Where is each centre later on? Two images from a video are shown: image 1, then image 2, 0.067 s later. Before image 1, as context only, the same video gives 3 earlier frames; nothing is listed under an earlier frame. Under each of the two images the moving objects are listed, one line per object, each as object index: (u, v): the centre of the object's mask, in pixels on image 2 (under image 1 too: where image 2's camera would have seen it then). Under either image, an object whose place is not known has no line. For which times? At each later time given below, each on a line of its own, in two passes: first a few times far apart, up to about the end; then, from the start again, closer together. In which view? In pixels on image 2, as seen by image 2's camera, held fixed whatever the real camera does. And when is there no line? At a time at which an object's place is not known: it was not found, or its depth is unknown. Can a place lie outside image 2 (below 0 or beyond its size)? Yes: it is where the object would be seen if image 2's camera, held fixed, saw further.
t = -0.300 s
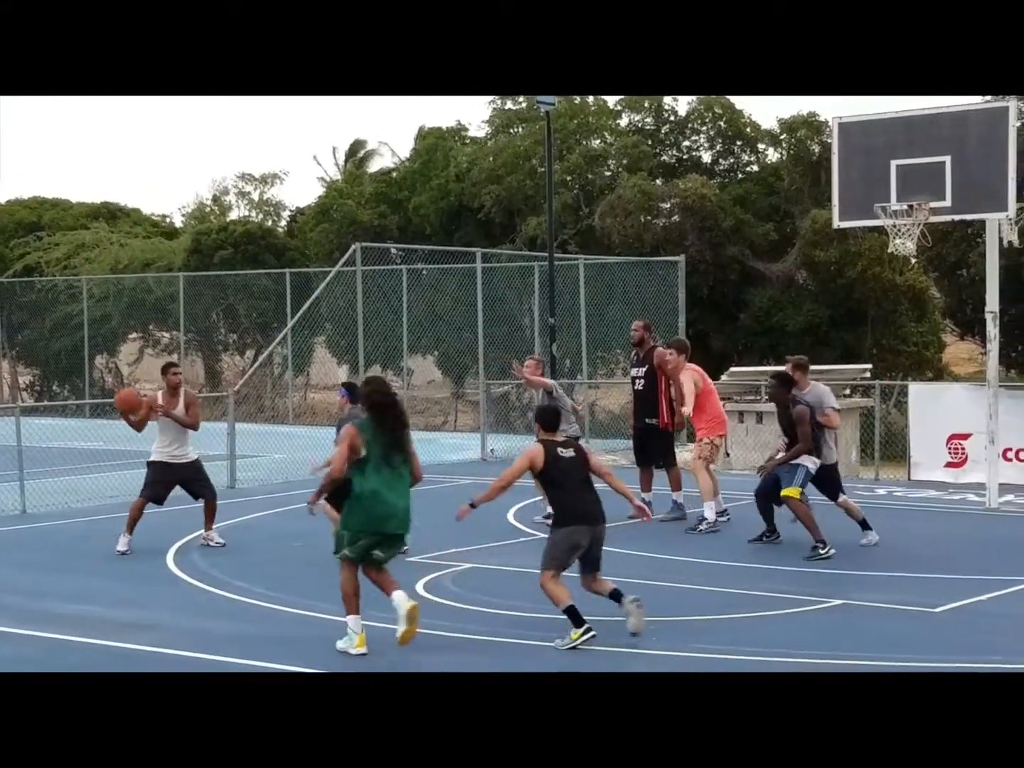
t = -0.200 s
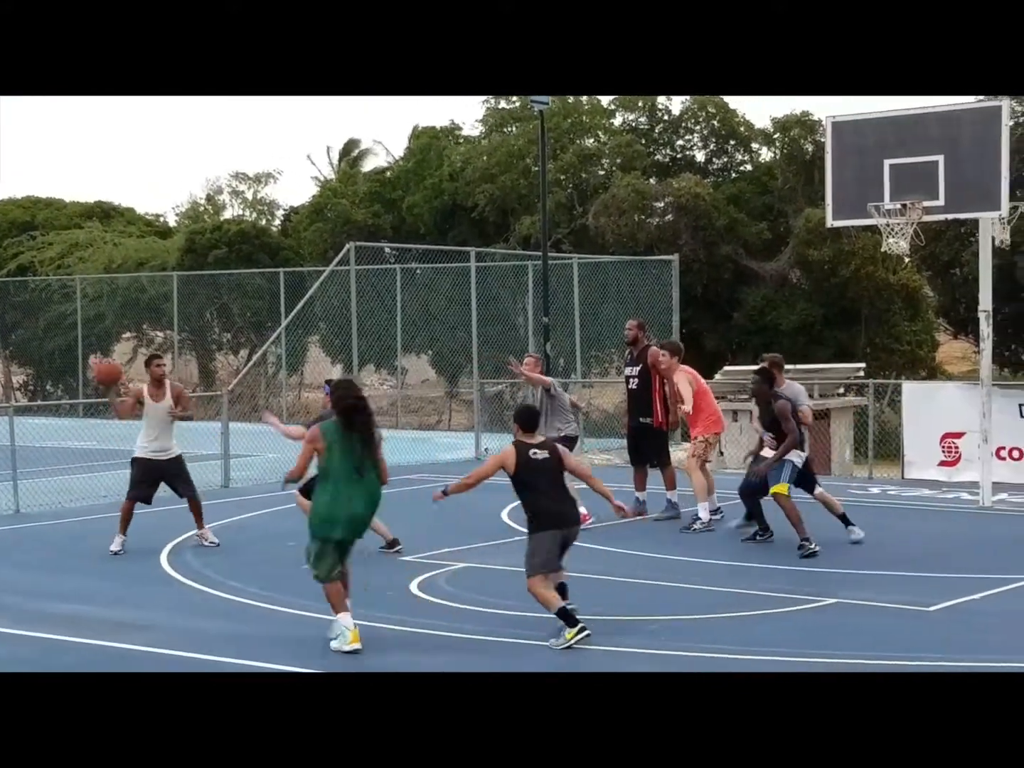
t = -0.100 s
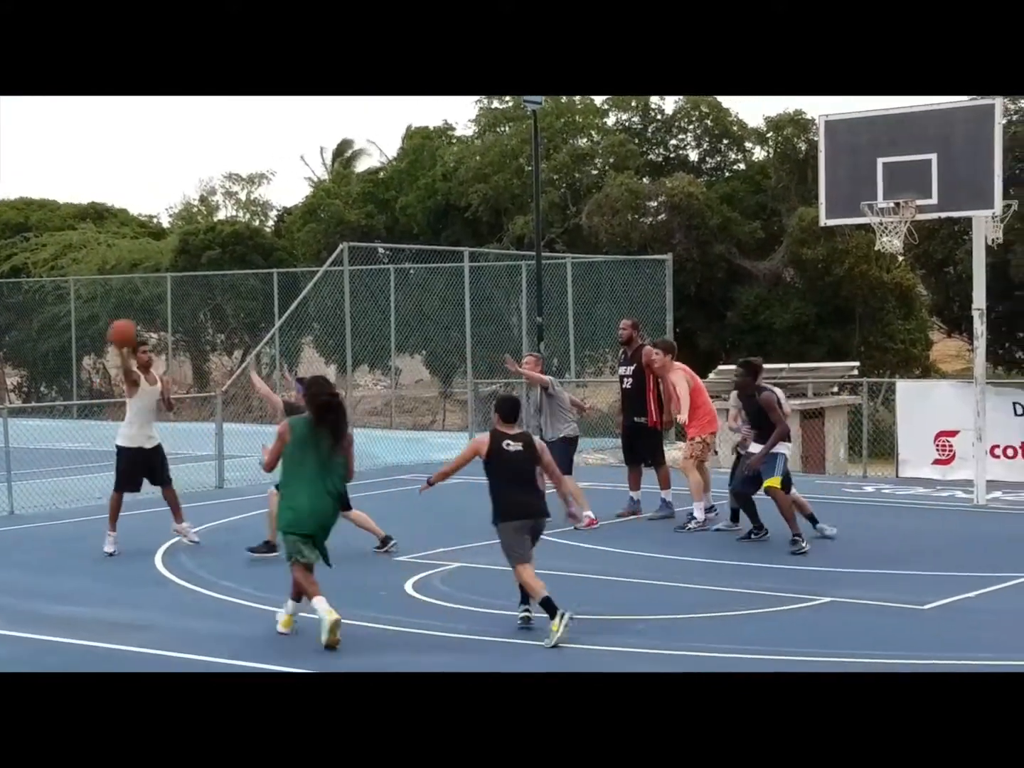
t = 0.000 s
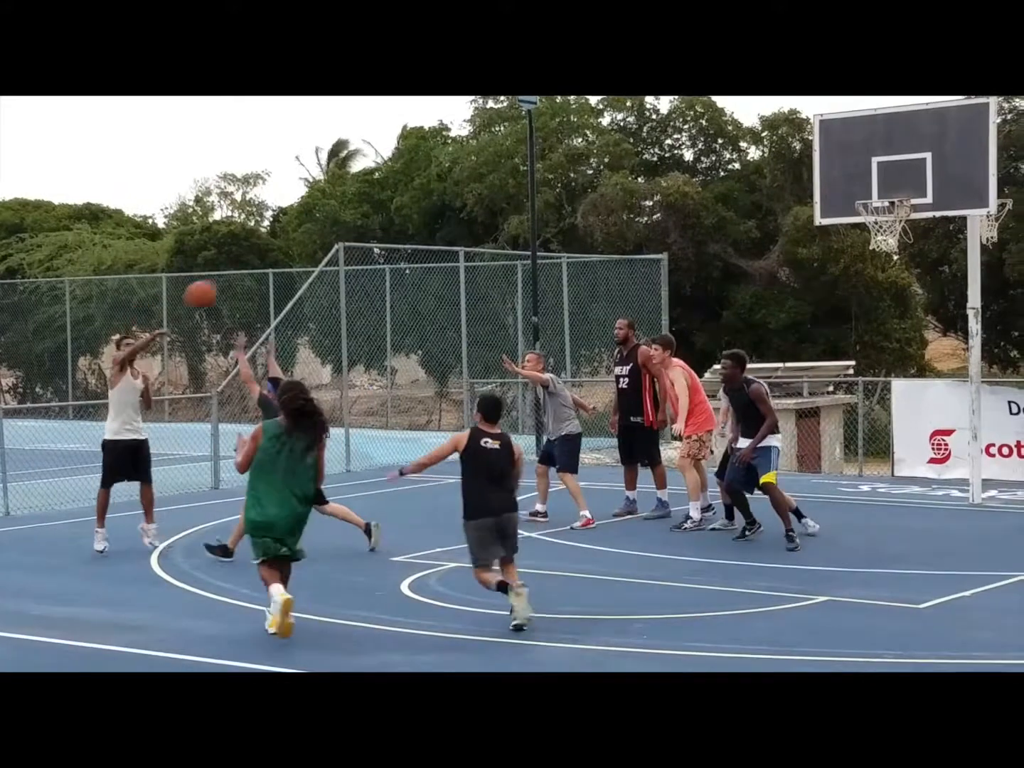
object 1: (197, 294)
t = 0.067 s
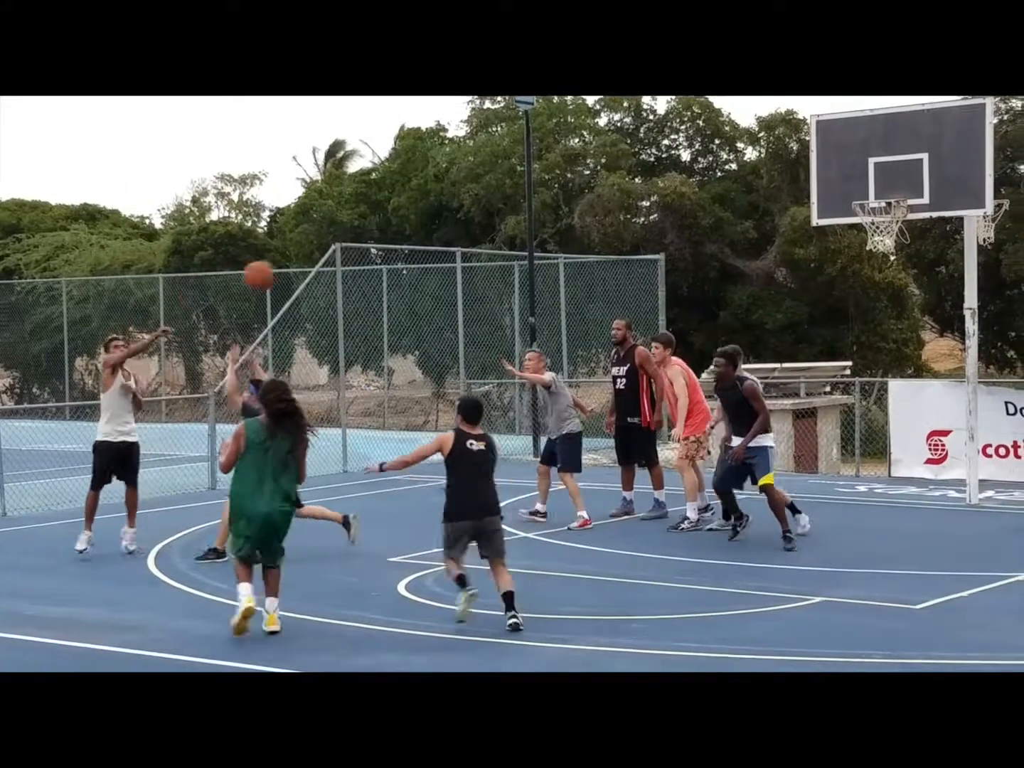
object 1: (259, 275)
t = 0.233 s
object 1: (423, 243)
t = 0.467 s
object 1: (679, 251)
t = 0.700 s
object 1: (984, 337)
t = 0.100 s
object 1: (291, 267)
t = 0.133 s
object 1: (321, 258)
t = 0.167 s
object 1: (355, 253)
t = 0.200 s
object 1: (390, 247)
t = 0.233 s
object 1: (423, 243)
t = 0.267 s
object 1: (457, 240)
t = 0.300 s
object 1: (492, 239)
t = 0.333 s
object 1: (527, 239)
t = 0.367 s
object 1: (563, 239)
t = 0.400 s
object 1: (600, 242)
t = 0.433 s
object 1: (639, 246)
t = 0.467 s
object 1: (679, 251)
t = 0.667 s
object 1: (935, 318)
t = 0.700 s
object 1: (984, 337)
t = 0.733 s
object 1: (1032, 357)
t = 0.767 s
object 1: (1080, 376)
